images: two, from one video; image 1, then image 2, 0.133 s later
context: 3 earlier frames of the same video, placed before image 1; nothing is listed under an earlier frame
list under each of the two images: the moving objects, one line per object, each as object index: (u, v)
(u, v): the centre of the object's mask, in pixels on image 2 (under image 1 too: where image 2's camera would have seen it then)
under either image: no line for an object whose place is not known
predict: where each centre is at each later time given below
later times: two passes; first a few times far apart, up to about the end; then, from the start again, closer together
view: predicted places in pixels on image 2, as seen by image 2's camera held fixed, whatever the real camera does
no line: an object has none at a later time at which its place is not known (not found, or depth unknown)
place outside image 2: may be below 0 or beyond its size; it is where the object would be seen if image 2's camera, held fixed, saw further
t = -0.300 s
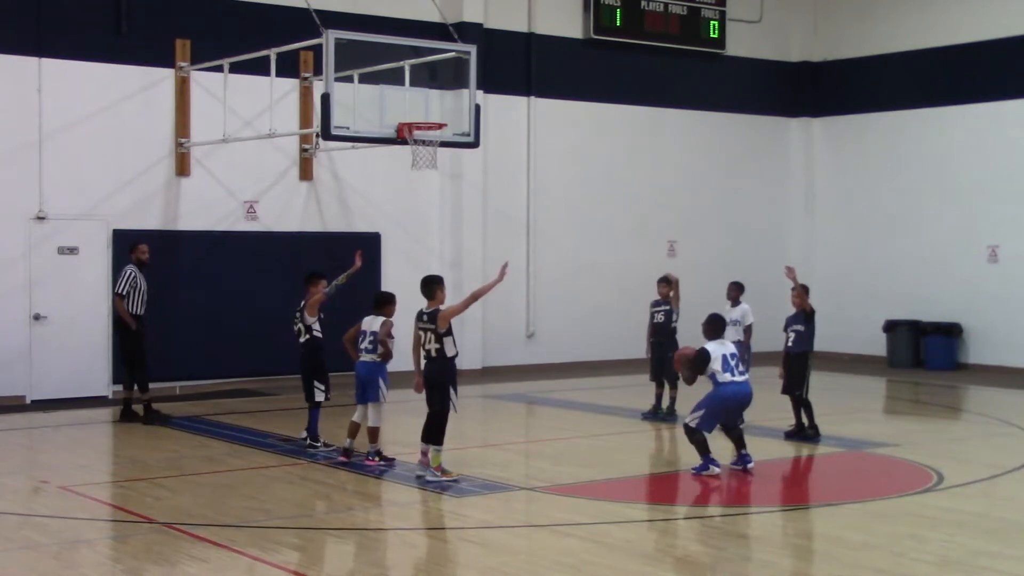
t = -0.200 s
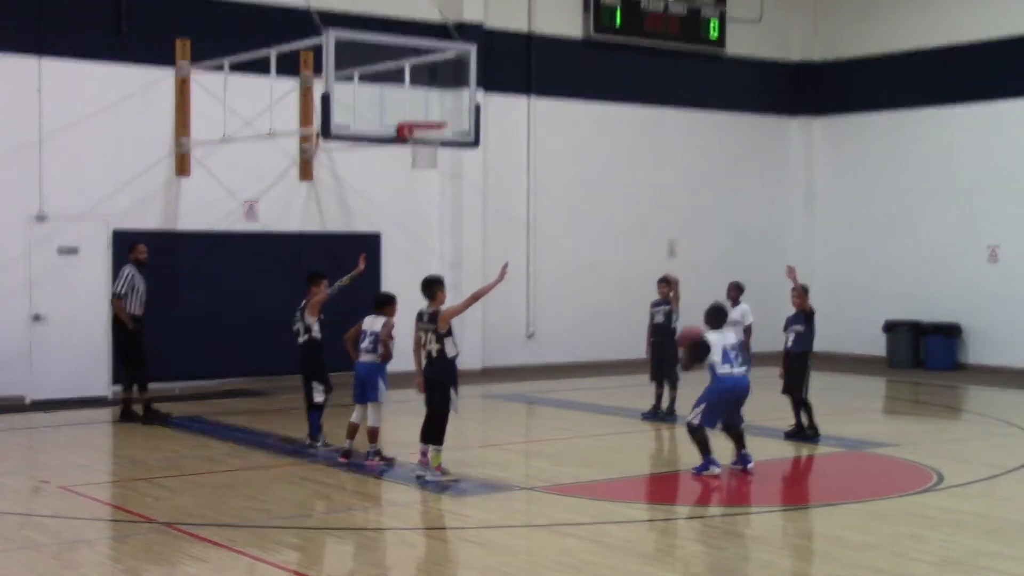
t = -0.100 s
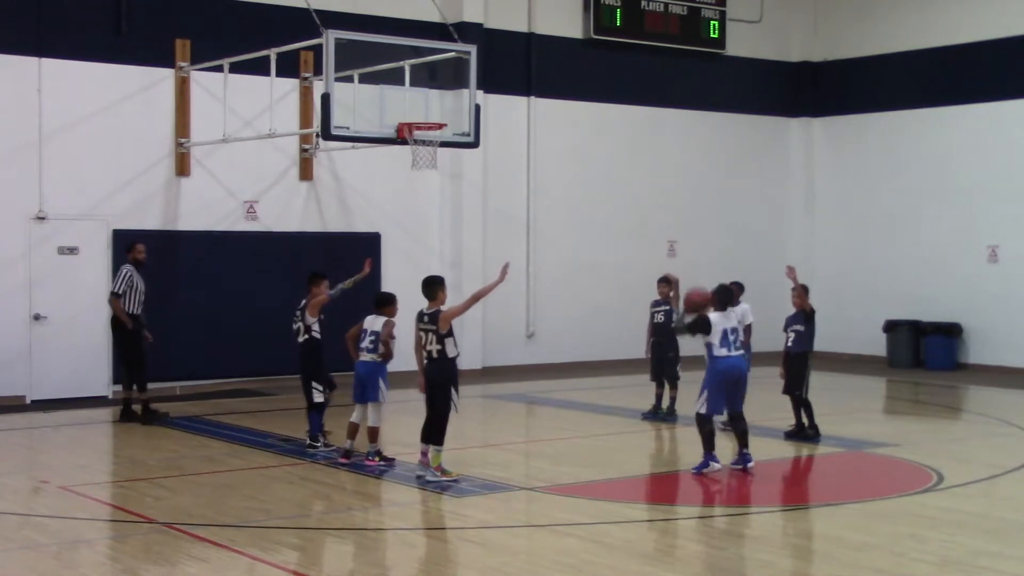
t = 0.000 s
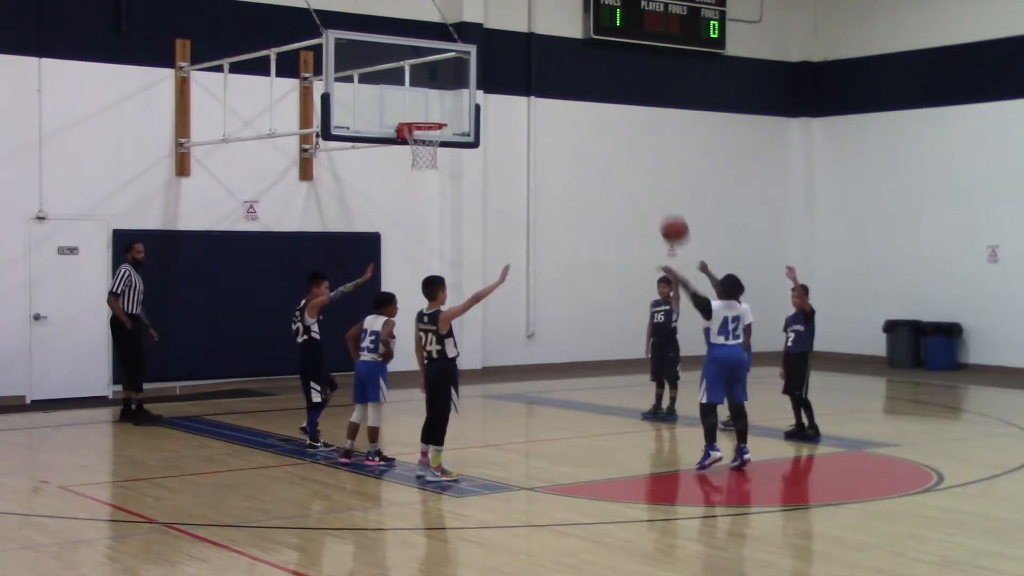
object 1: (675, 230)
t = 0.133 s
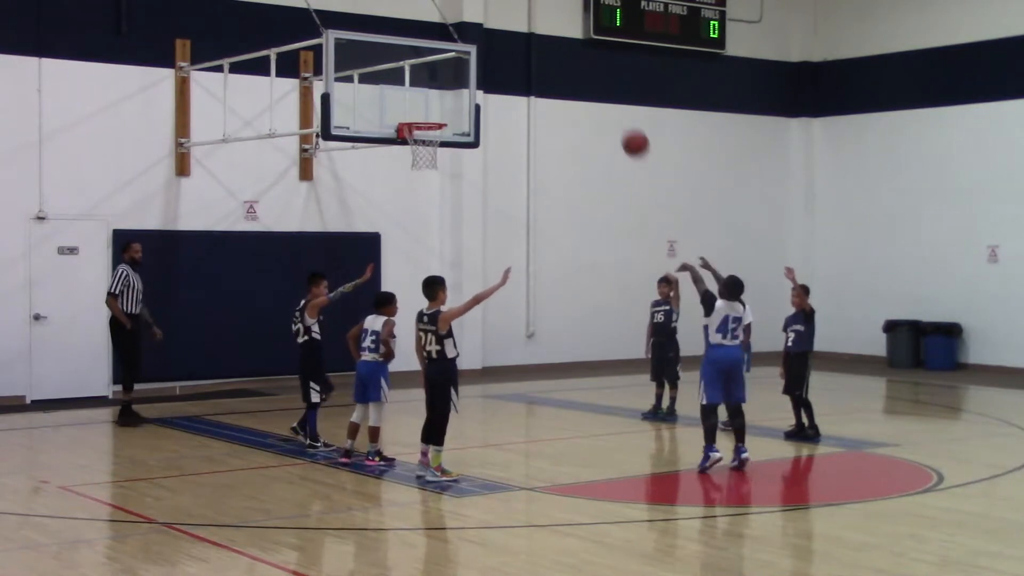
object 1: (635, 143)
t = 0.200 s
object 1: (616, 108)
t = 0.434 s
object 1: (554, 34)
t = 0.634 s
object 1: (506, 20)
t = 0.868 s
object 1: (455, 53)
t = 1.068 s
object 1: (417, 115)
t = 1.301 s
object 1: (445, 113)
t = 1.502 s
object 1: (472, 122)
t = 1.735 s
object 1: (502, 180)
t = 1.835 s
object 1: (514, 220)
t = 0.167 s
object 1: (626, 125)
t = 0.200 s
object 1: (616, 108)
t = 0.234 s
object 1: (608, 93)
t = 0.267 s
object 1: (598, 81)
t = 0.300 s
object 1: (589, 69)
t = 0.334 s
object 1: (581, 59)
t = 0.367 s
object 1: (572, 50)
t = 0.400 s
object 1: (563, 41)
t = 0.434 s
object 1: (554, 34)
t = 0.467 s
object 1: (546, 30)
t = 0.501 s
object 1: (538, 25)
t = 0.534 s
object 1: (530, 22)
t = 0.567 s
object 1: (522, 20)
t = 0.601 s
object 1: (514, 20)
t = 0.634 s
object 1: (506, 20)
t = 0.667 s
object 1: (499, 21)
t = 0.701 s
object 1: (491, 24)
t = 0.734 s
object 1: (484, 28)
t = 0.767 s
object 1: (476, 33)
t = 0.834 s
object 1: (463, 45)
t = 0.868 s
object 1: (455, 53)
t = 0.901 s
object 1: (448, 62)
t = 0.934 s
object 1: (441, 72)
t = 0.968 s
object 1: (435, 82)
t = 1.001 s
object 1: (428, 94)
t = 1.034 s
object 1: (421, 108)
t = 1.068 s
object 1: (417, 115)
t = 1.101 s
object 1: (416, 116)
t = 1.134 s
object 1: (415, 117)
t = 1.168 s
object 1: (419, 116)
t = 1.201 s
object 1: (426, 117)
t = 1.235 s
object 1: (433, 115)
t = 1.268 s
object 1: (440, 114)
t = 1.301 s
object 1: (445, 113)
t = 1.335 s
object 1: (450, 112)
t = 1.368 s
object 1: (454, 112)
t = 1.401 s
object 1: (458, 113)
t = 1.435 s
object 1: (463, 115)
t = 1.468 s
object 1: (467, 119)
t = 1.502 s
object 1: (472, 122)
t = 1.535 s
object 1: (476, 127)
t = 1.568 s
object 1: (481, 134)
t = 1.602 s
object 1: (485, 141)
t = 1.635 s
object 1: (489, 149)
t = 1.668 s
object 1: (494, 159)
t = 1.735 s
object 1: (502, 180)
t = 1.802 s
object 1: (511, 206)
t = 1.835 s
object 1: (514, 220)
